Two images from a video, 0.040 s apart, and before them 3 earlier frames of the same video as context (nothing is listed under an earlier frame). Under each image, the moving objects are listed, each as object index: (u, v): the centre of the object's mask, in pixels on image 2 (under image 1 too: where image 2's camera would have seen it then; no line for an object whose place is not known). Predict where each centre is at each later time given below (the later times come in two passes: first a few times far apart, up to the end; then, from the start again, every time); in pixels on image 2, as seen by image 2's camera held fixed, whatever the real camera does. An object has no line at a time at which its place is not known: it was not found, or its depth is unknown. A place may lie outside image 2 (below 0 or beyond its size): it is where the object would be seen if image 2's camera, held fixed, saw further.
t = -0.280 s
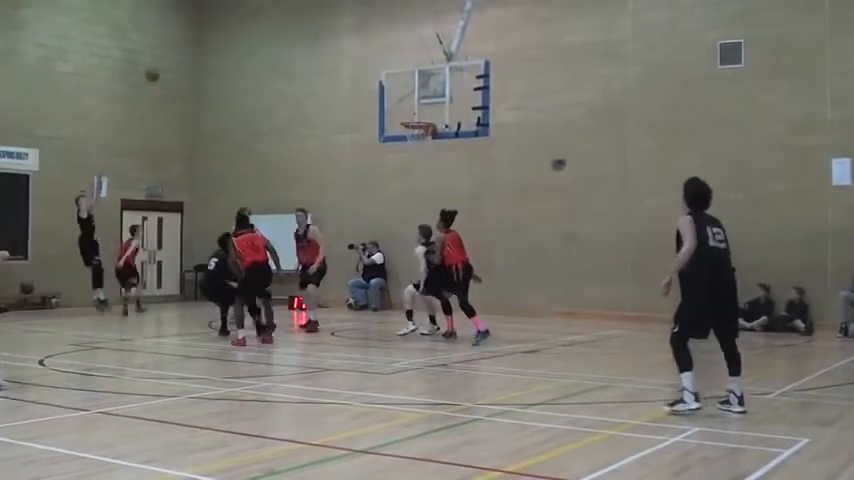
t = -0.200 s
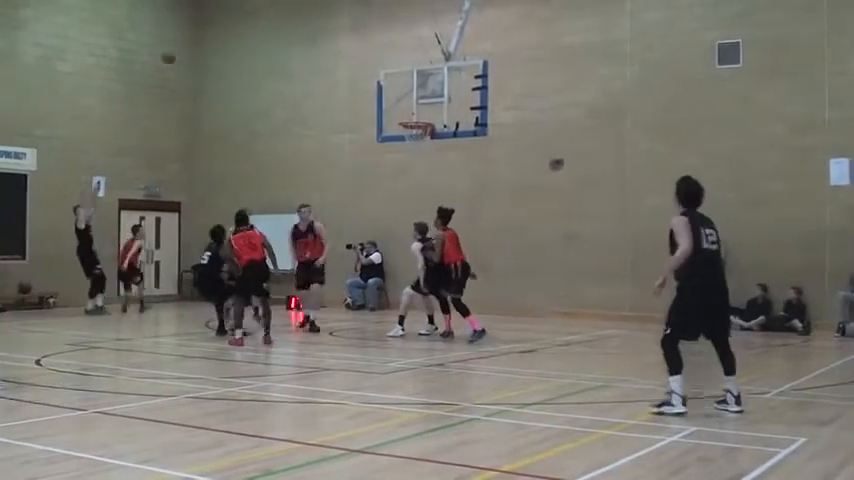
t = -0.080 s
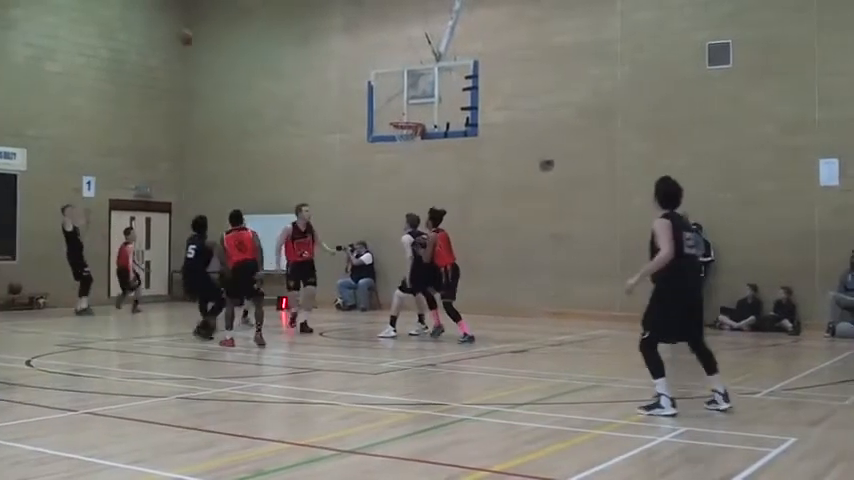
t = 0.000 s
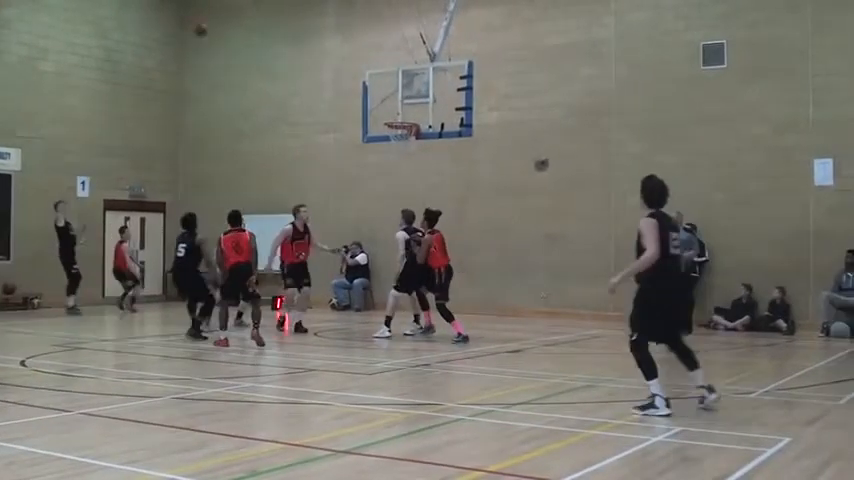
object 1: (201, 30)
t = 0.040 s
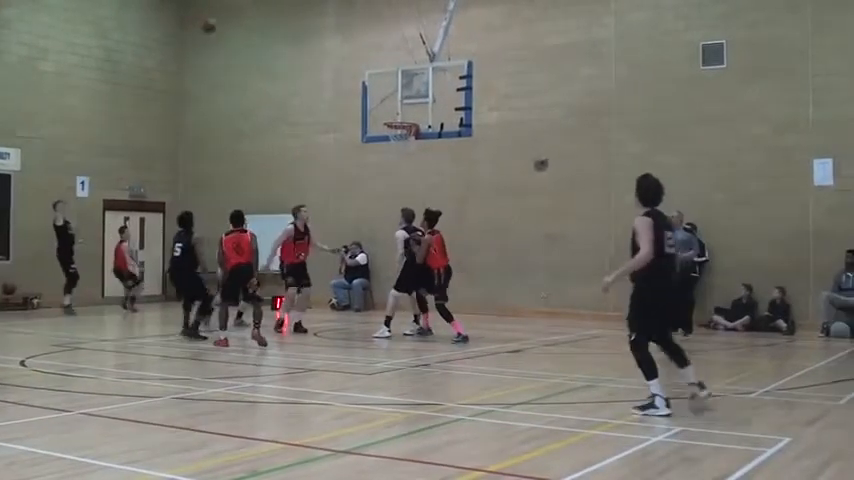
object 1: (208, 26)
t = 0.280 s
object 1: (269, 27)
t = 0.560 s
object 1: (343, 75)
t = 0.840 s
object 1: (355, 95)
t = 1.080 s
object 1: (310, 80)
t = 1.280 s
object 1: (272, 97)
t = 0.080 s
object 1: (219, 23)
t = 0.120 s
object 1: (229, 23)
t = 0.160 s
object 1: (238, 23)
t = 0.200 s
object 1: (248, 23)
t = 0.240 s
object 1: (259, 25)
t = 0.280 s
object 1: (269, 27)
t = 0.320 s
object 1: (279, 30)
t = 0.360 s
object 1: (290, 36)
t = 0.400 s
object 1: (300, 41)
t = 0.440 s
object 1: (311, 48)
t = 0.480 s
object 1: (322, 56)
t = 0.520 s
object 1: (332, 64)
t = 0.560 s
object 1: (343, 75)
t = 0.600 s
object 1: (353, 86)
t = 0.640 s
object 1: (363, 97)
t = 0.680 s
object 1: (376, 113)
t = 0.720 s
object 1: (379, 117)
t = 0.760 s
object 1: (373, 108)
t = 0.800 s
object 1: (363, 102)
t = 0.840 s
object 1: (355, 95)
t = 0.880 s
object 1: (348, 90)
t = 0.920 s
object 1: (340, 86)
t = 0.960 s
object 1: (333, 83)
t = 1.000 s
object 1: (325, 81)
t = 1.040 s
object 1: (318, 80)
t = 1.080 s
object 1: (310, 80)
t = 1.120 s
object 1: (302, 81)
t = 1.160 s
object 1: (294, 83)
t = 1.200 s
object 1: (287, 87)
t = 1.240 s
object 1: (279, 92)
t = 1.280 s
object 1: (272, 97)
